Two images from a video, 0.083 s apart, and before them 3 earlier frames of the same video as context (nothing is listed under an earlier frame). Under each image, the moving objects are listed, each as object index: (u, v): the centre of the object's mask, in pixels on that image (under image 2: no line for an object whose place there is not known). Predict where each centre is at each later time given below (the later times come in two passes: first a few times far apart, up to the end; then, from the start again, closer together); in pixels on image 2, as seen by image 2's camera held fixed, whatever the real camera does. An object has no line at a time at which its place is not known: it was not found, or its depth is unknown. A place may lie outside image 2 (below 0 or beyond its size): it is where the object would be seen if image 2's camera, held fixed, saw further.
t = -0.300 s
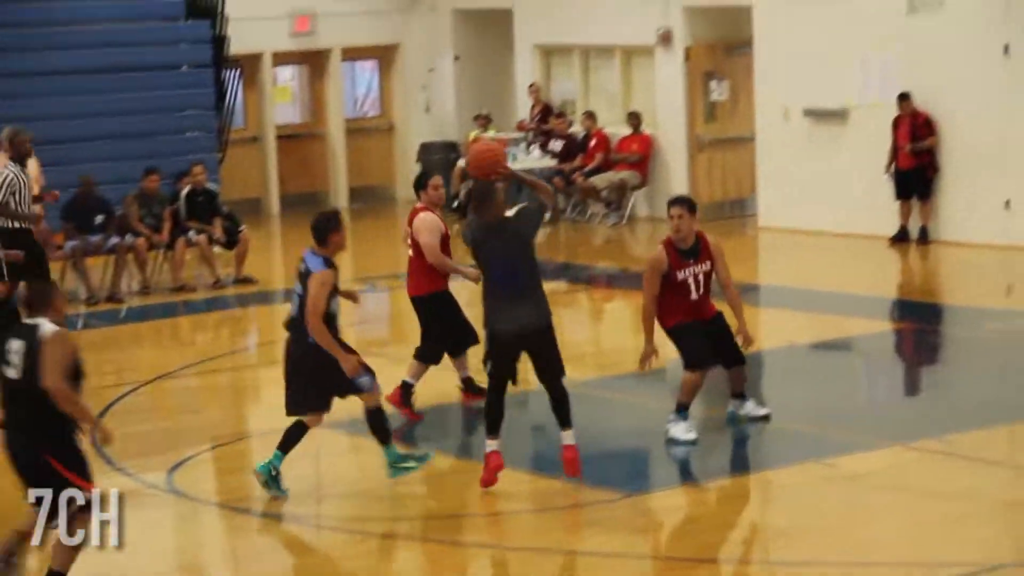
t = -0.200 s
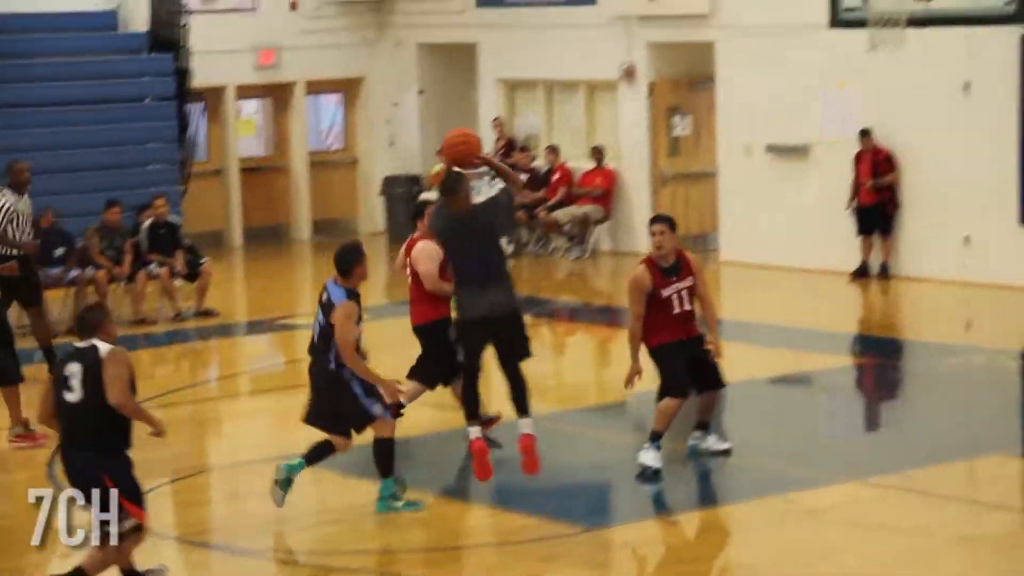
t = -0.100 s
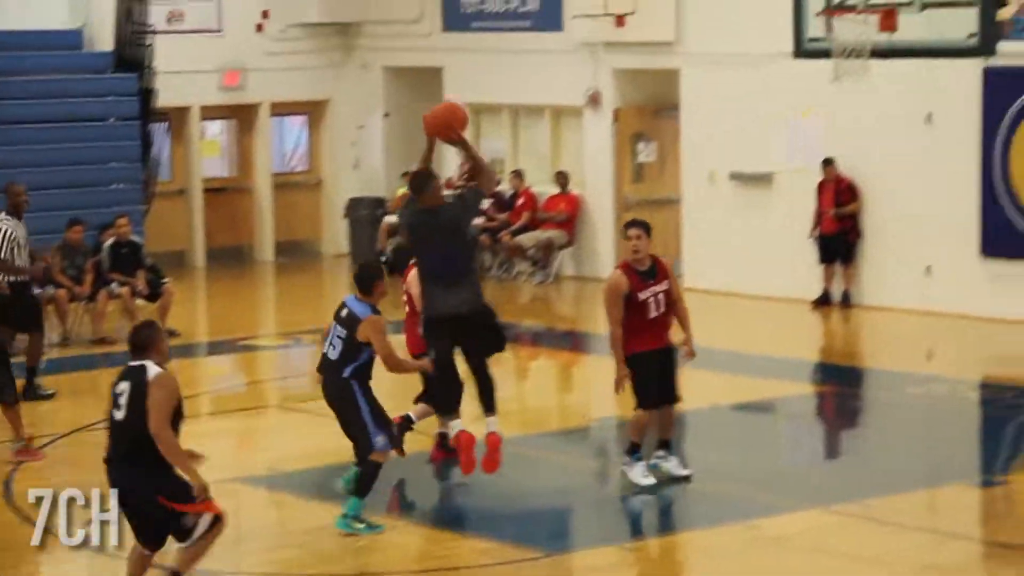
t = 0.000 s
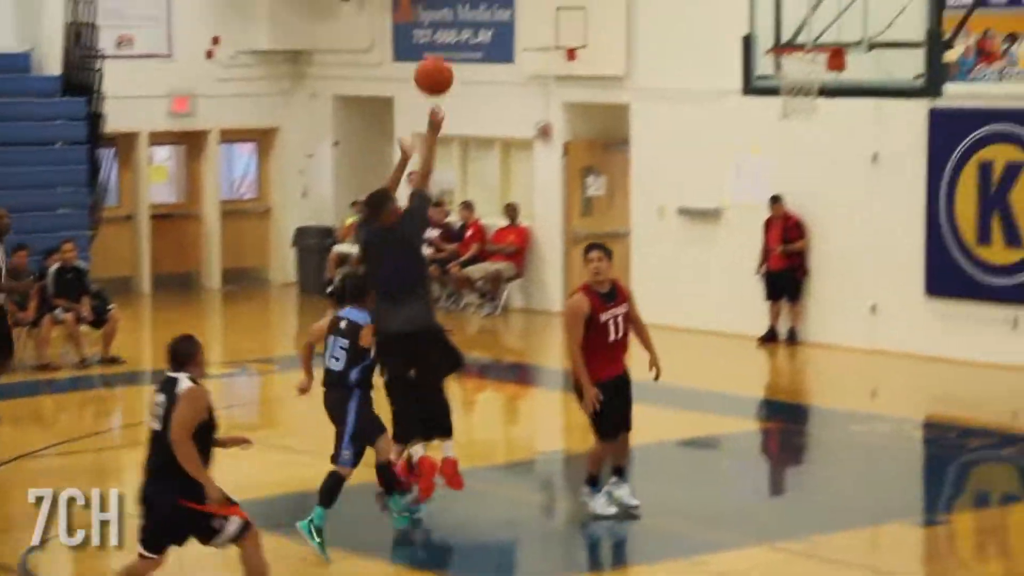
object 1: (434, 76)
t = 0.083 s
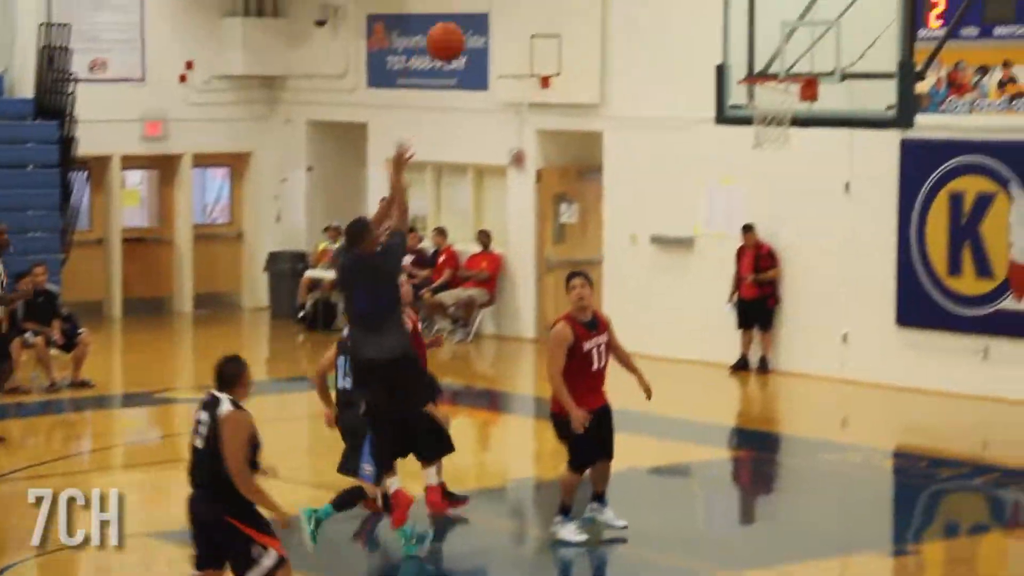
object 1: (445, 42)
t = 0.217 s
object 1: (502, -25)
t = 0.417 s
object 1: (580, -62)
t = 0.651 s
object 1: (664, -49)
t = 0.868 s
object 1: (735, 35)
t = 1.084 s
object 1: (783, 133)
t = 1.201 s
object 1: (779, 184)
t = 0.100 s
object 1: (452, 31)
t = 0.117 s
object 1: (460, 22)
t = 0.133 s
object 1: (467, 12)
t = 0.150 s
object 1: (474, 3)
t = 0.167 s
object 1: (481, -6)
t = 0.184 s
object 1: (488, -13)
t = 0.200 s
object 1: (495, -20)
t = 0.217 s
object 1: (502, -25)
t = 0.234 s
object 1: (509, -31)
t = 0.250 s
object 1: (515, -35)
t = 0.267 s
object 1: (522, -40)
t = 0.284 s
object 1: (529, -45)
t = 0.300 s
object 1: (535, -49)
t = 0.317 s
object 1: (542, -51)
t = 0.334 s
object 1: (548, -54)
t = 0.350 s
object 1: (555, -56)
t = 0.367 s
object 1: (561, -58)
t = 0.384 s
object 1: (567, -60)
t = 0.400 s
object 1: (573, -61)
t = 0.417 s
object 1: (580, -62)
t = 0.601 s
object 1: (646, -55)
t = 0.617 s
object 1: (653, -54)
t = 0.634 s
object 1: (659, -51)
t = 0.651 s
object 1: (664, -49)
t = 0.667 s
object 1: (670, -46)
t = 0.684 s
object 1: (676, -42)
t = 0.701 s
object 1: (681, -38)
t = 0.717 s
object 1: (687, -32)
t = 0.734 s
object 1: (692, -26)
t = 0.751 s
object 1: (698, -20)
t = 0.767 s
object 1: (703, -13)
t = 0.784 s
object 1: (709, -6)
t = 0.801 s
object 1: (714, 2)
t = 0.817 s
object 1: (720, 9)
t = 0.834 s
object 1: (725, 17)
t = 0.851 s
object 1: (730, 25)
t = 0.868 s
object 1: (735, 35)
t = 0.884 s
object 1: (741, 44)
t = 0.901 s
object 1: (746, 52)
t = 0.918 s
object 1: (752, 63)
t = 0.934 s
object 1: (757, 70)
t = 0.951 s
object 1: (762, 78)
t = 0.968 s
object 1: (767, 91)
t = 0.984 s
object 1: (772, 102)
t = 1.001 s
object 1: (775, 111)
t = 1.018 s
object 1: (779, 116)
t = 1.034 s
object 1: (781, 119)
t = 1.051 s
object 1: (783, 123)
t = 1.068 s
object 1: (784, 127)
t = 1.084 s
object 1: (783, 133)
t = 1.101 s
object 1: (782, 139)
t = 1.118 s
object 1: (782, 147)
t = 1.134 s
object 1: (782, 153)
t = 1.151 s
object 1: (781, 160)
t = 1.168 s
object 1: (781, 167)
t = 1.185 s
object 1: (780, 175)
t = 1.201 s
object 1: (779, 184)
